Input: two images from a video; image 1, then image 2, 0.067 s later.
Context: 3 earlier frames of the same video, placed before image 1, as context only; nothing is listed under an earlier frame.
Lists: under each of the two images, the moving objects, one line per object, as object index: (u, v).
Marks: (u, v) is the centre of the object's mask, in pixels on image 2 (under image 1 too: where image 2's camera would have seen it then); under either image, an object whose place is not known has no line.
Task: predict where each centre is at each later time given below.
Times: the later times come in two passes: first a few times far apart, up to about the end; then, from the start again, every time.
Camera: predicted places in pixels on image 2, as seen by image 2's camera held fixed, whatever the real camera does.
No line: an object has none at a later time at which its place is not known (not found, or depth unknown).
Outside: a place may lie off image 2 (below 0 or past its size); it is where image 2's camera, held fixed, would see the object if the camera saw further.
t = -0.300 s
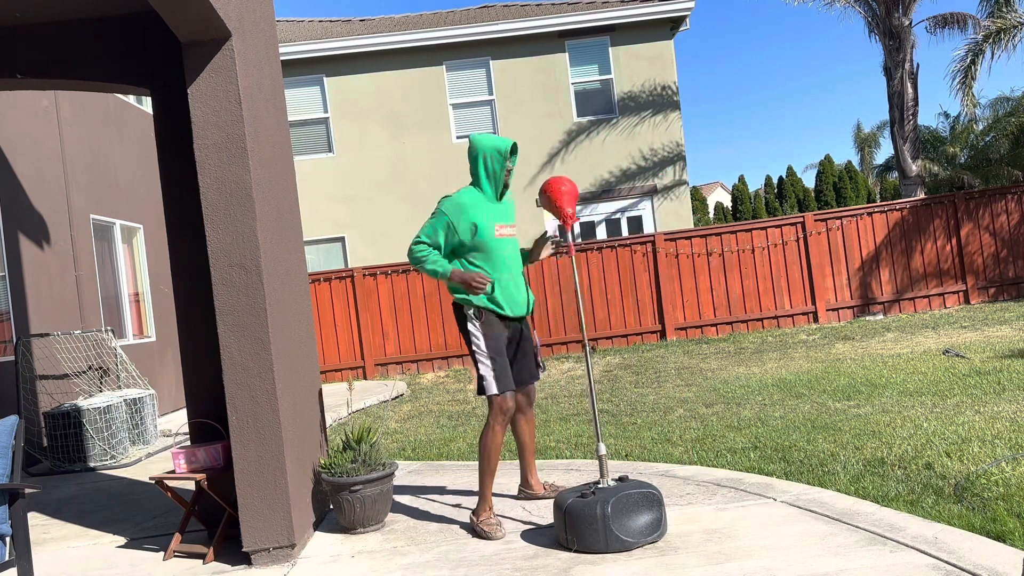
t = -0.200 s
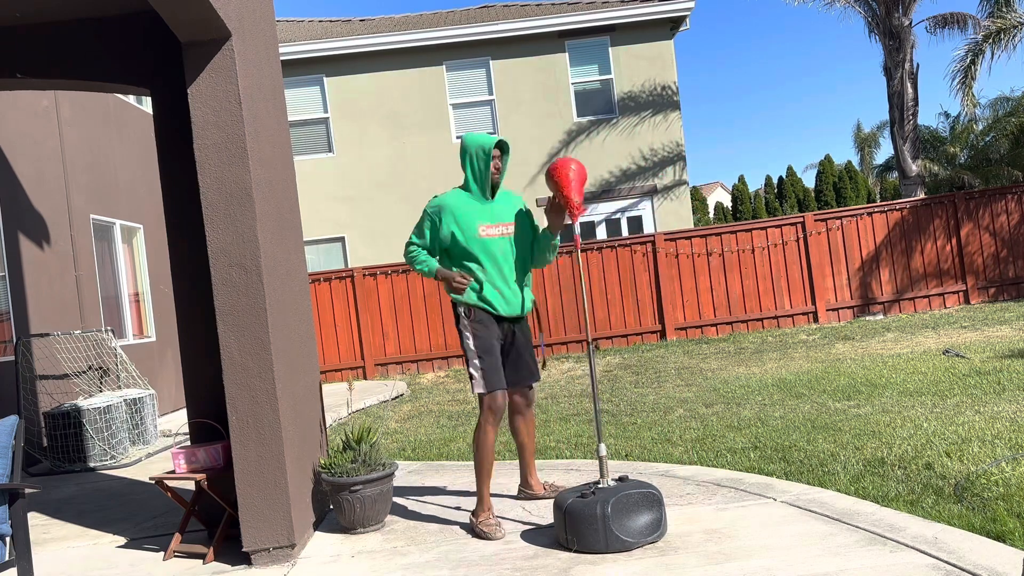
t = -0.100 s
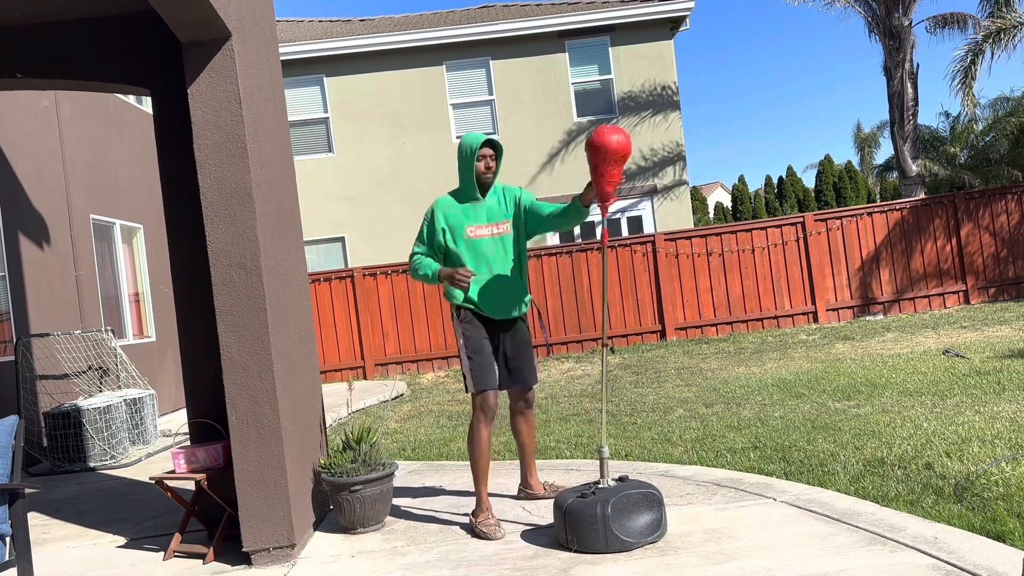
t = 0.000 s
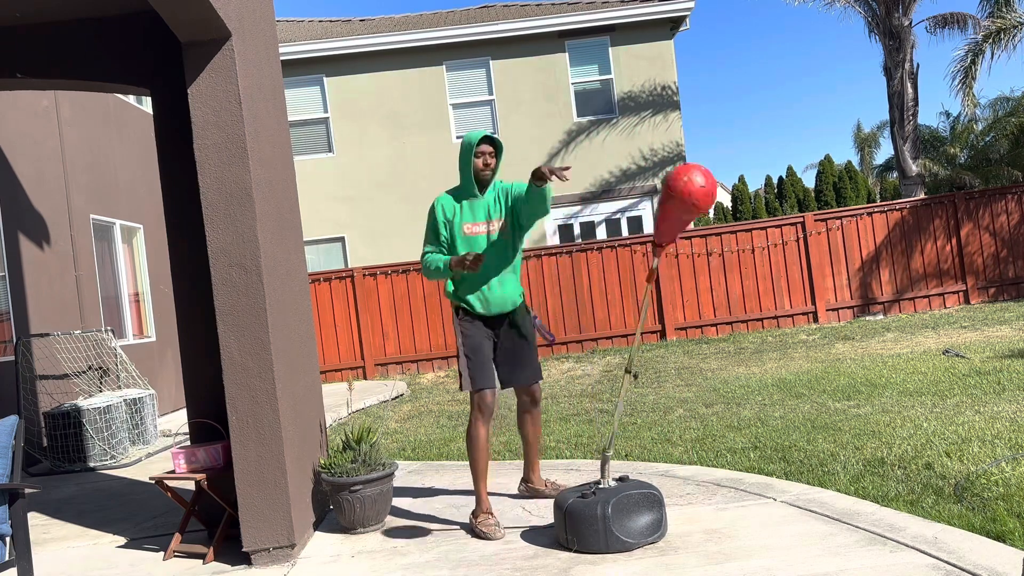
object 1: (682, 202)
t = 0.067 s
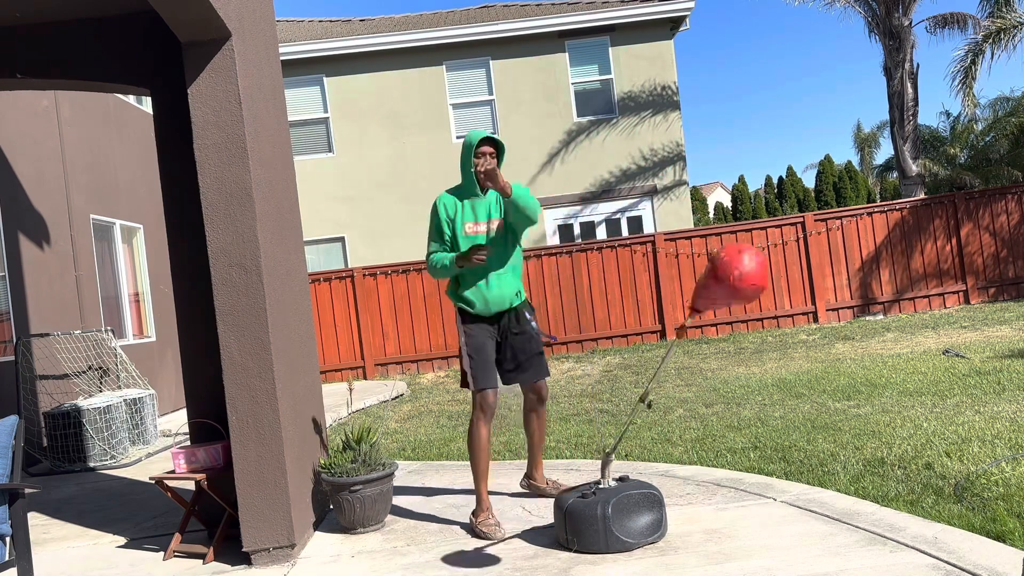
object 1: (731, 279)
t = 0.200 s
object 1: (786, 468)
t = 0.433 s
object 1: (783, 504)
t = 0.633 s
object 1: (702, 248)
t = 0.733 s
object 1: (635, 170)
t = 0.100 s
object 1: (752, 328)
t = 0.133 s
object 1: (768, 377)
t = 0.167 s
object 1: (779, 425)
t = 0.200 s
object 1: (786, 468)
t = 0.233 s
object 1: (789, 502)
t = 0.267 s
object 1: (790, 526)
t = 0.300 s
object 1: (790, 539)
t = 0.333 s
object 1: (789, 542)
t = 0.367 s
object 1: (788, 539)
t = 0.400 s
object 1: (786, 527)
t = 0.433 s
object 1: (783, 504)
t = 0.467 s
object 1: (778, 471)
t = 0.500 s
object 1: (771, 431)
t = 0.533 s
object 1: (759, 385)
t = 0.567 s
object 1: (744, 338)
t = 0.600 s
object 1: (724, 290)
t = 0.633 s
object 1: (702, 248)
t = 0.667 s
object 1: (680, 213)
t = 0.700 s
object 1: (657, 187)
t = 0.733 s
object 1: (635, 170)
